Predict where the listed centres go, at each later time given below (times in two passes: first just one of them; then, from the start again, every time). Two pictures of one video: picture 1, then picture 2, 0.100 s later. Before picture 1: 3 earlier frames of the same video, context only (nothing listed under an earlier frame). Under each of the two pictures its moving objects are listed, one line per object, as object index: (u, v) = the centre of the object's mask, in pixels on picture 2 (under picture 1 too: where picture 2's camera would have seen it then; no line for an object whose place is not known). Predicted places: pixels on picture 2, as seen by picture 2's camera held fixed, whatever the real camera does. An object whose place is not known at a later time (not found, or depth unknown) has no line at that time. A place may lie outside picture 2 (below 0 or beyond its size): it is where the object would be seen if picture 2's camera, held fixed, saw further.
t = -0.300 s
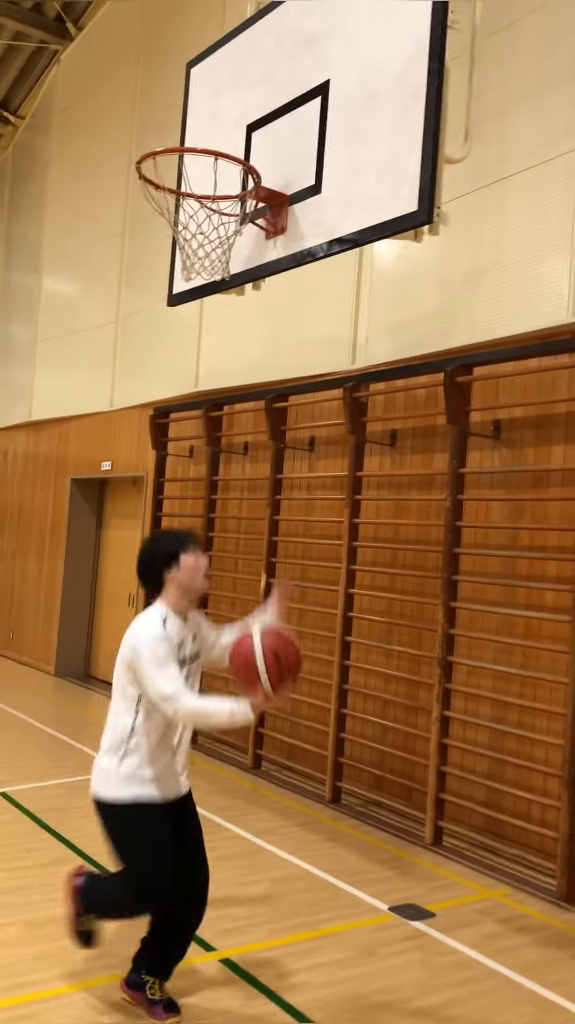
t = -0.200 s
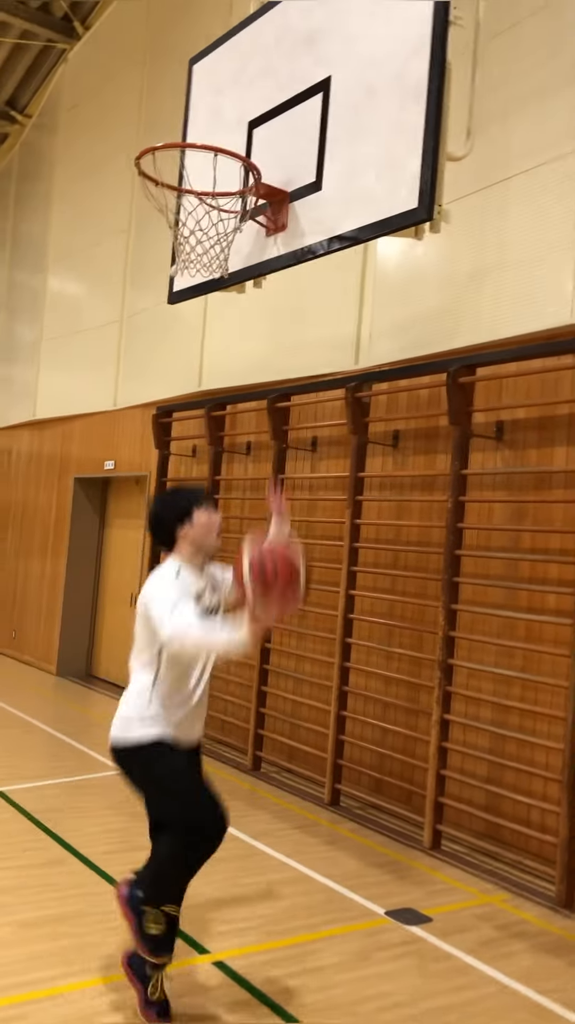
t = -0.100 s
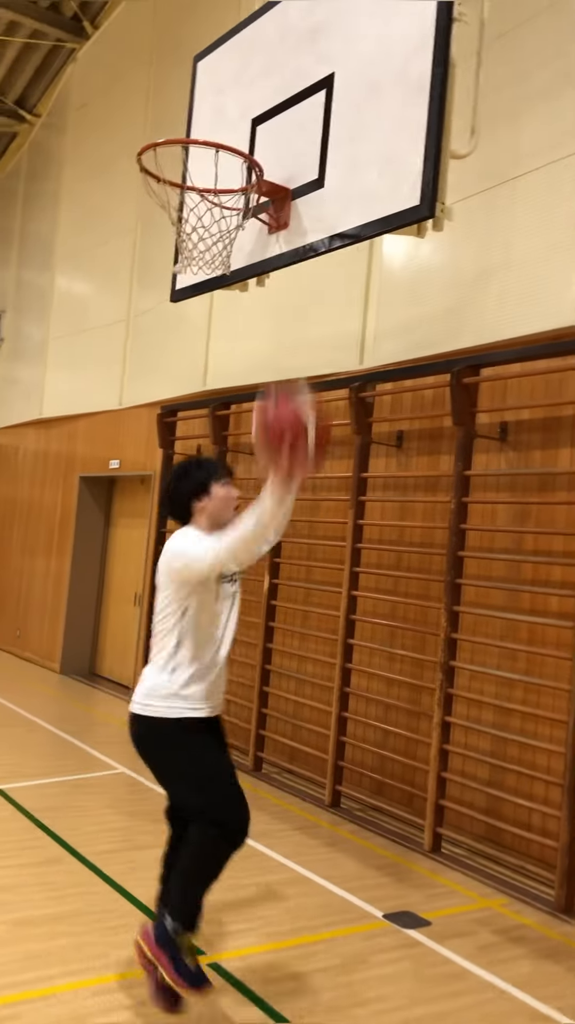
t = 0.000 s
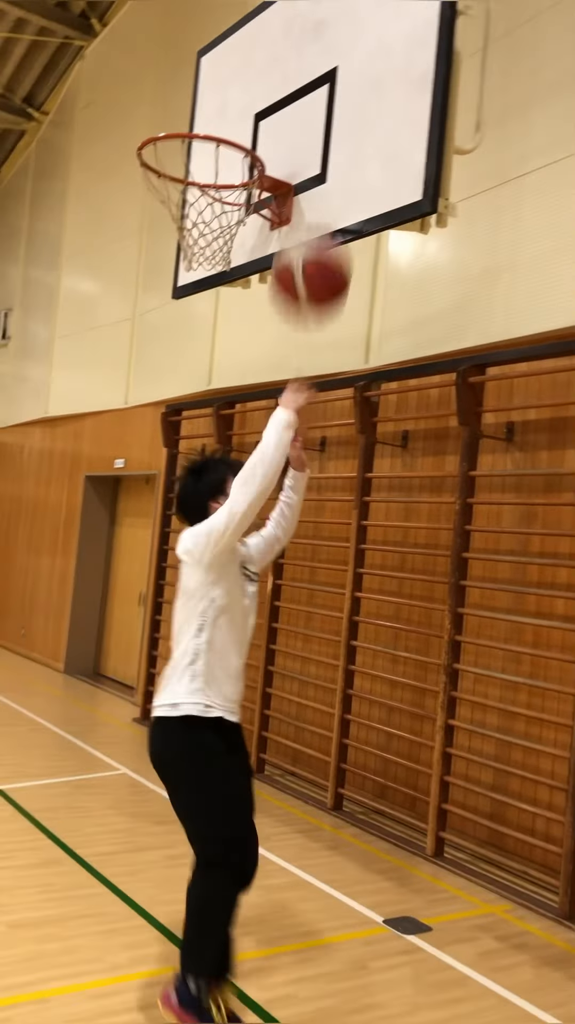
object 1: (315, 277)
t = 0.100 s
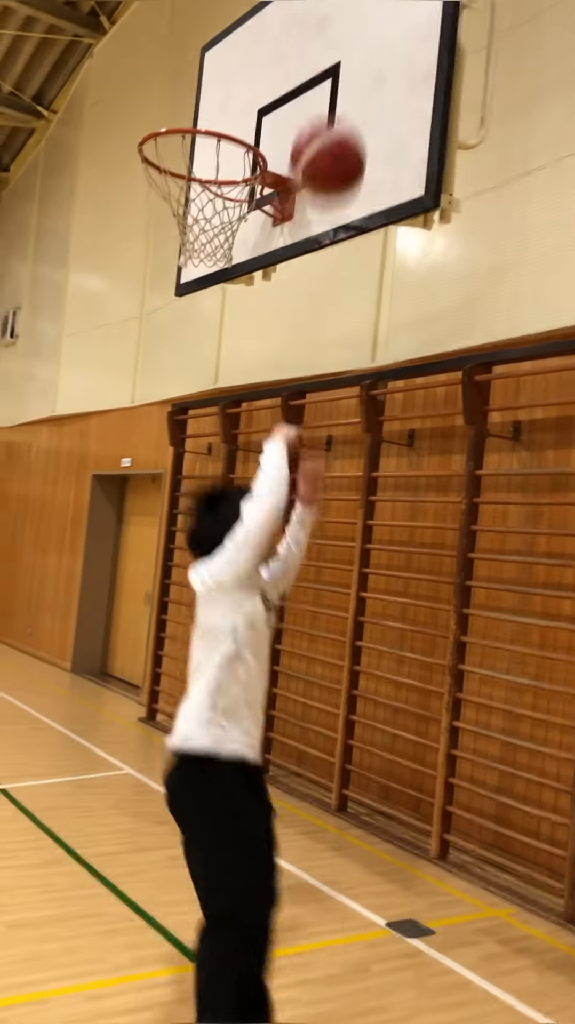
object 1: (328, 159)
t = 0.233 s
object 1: (339, 82)
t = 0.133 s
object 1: (330, 134)
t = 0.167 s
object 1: (334, 112)
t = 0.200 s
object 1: (337, 95)
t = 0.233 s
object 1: (339, 82)
